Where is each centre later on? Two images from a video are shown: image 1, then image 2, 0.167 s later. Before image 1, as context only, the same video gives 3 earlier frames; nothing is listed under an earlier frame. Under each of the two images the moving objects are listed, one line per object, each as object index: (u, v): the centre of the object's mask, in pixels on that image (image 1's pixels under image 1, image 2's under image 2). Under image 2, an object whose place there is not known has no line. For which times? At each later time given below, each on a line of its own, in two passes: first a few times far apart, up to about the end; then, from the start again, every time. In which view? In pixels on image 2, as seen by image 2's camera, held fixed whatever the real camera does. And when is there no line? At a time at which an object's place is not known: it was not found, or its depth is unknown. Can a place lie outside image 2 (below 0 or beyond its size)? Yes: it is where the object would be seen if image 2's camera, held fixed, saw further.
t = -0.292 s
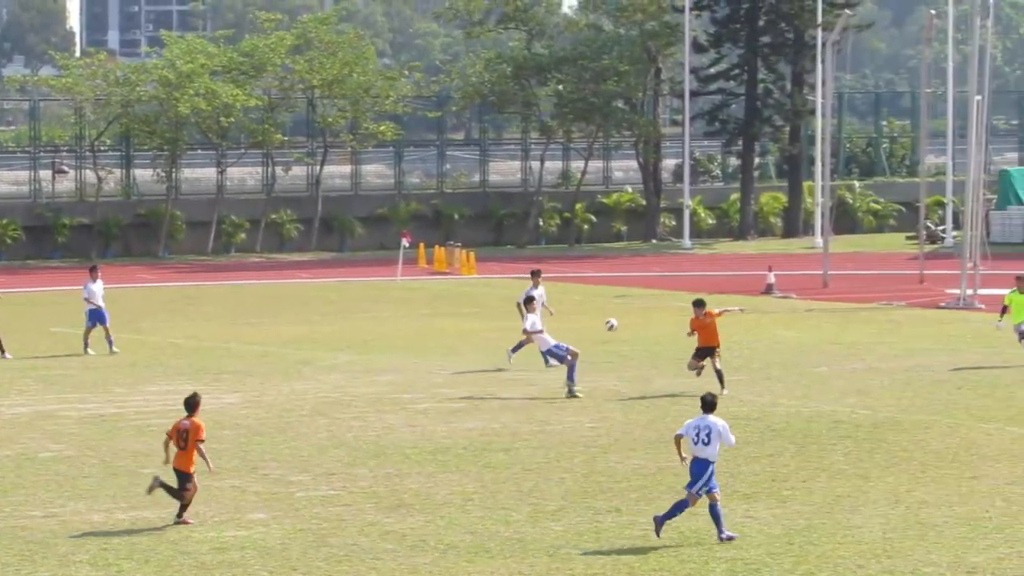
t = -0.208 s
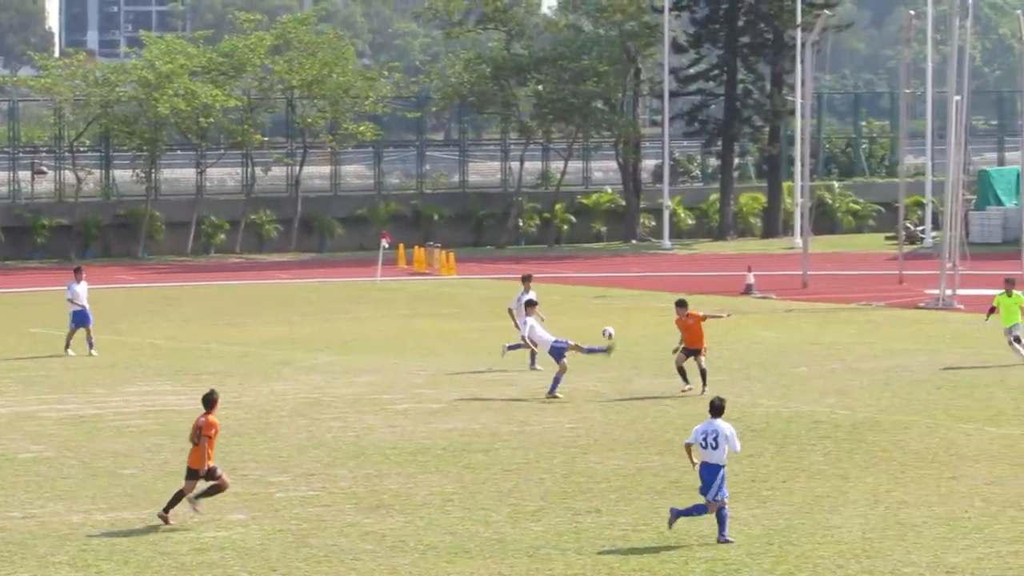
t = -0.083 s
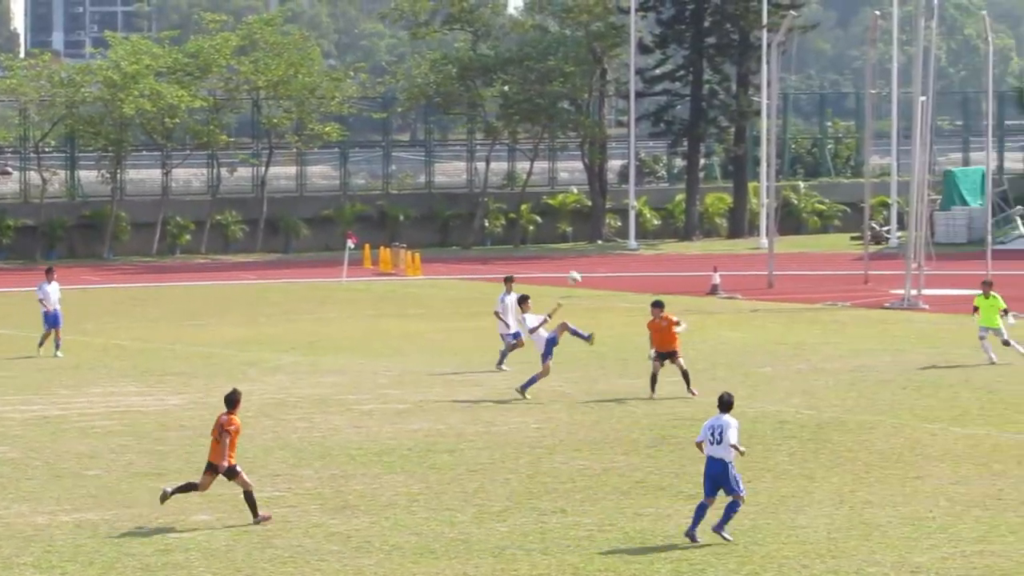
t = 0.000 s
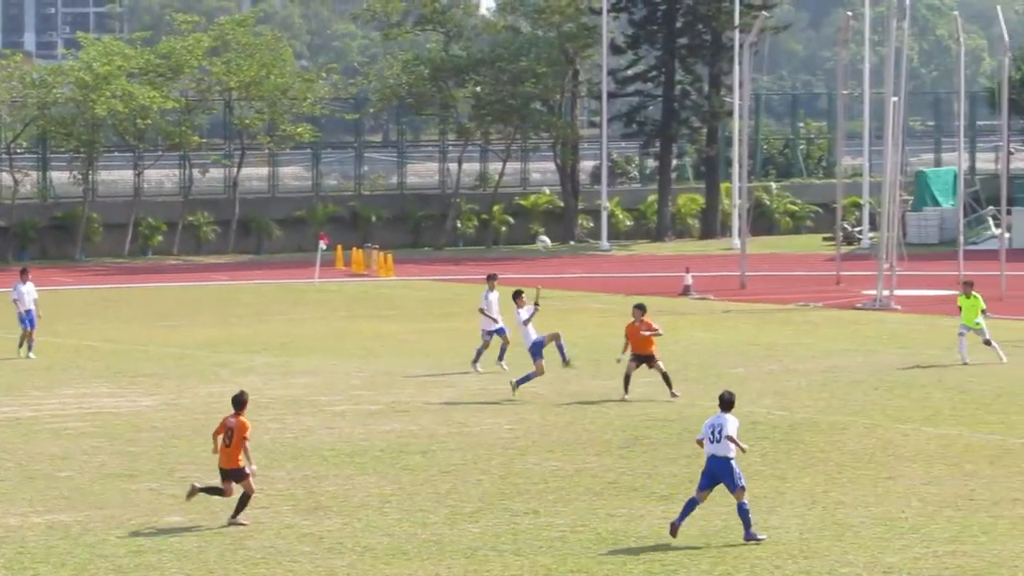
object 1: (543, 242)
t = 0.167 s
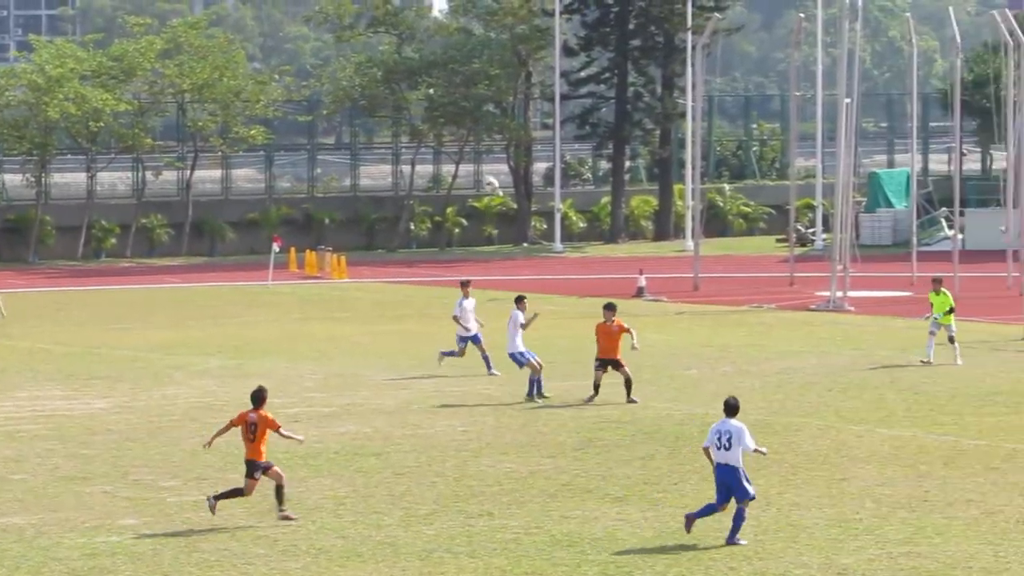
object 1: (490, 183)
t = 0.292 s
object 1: (486, 151)
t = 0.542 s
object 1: (475, 114)
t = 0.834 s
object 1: (464, 122)
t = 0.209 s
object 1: (489, 173)
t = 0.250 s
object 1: (487, 160)
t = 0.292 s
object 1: (486, 151)
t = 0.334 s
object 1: (484, 142)
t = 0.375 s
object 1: (482, 134)
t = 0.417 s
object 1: (480, 127)
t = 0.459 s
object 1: (478, 122)
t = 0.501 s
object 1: (477, 117)
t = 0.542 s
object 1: (475, 114)
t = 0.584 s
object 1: (473, 112)
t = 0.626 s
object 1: (472, 110)
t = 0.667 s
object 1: (470, 110)
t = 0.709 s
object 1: (468, 111)
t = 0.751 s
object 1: (466, 113)
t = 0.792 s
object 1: (465, 117)
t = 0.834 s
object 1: (464, 122)
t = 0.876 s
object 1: (462, 128)
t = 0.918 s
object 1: (461, 134)
